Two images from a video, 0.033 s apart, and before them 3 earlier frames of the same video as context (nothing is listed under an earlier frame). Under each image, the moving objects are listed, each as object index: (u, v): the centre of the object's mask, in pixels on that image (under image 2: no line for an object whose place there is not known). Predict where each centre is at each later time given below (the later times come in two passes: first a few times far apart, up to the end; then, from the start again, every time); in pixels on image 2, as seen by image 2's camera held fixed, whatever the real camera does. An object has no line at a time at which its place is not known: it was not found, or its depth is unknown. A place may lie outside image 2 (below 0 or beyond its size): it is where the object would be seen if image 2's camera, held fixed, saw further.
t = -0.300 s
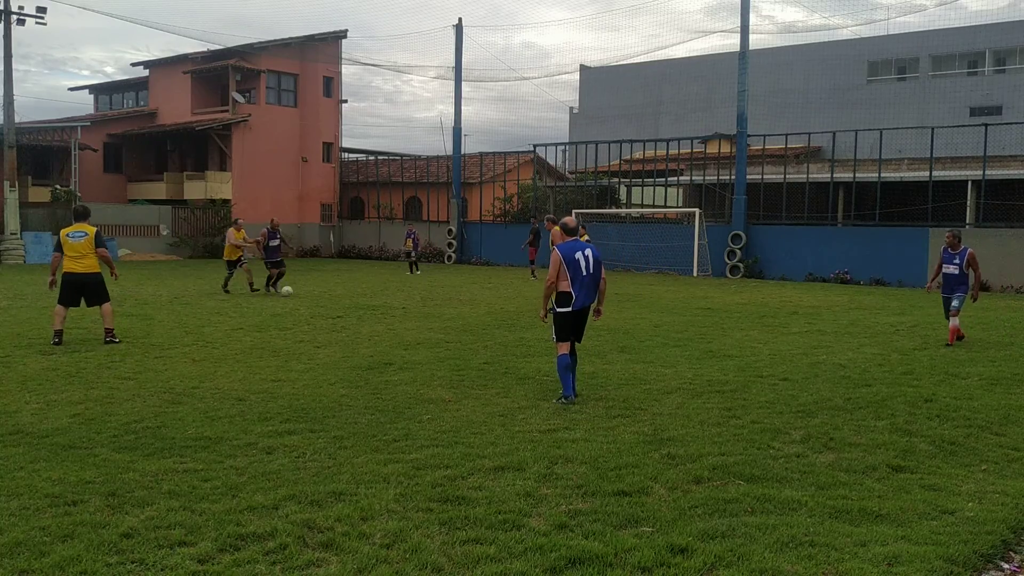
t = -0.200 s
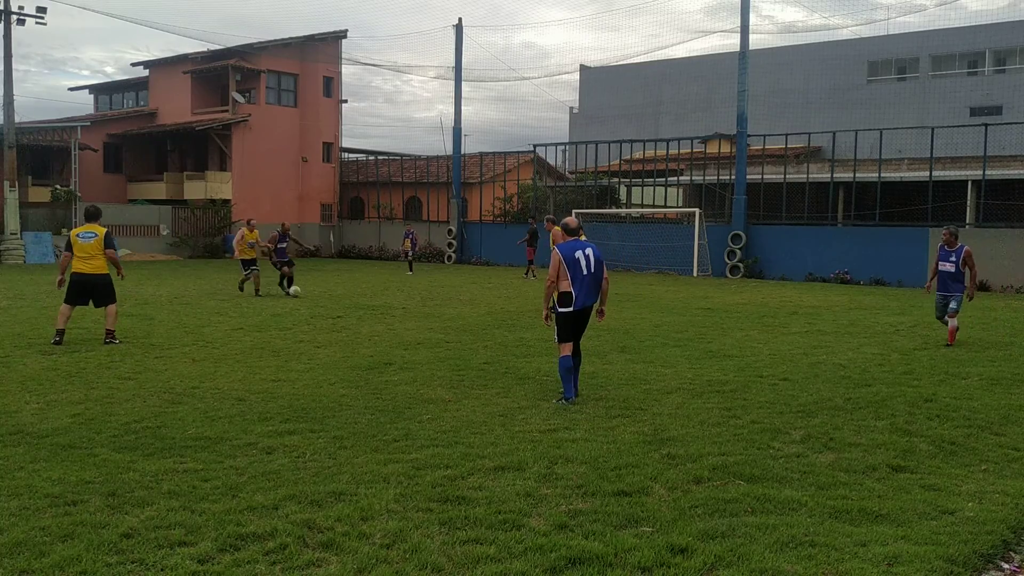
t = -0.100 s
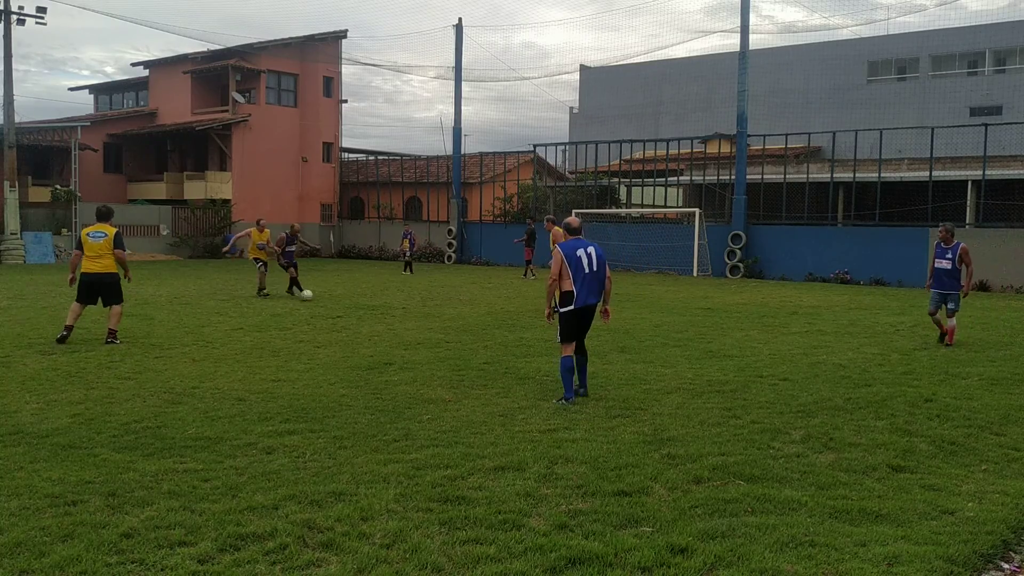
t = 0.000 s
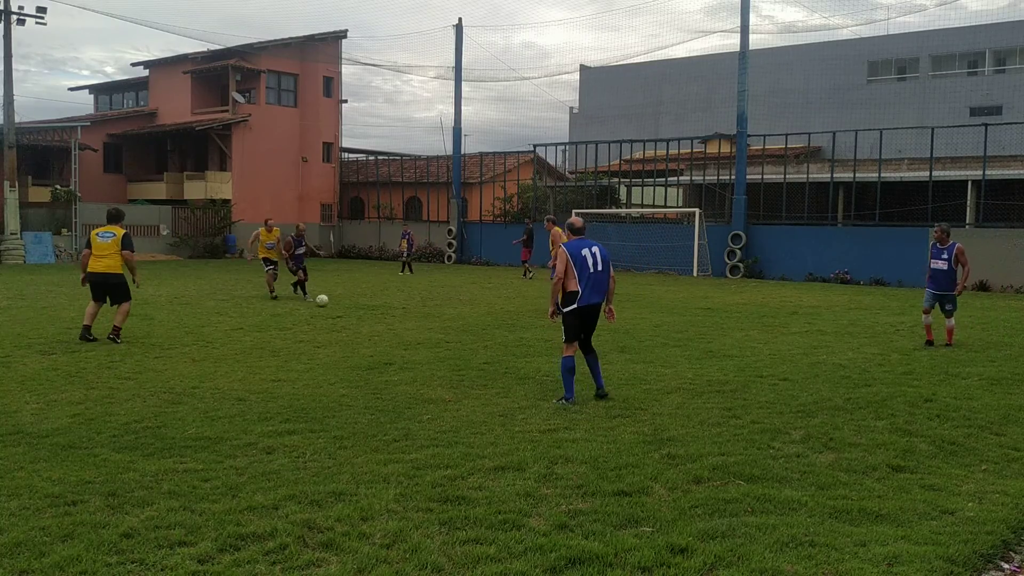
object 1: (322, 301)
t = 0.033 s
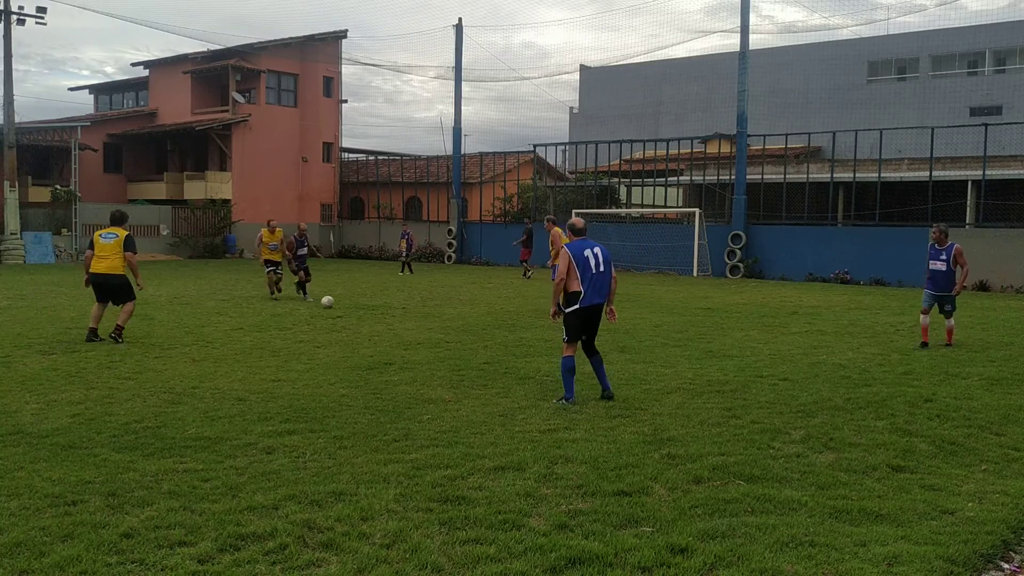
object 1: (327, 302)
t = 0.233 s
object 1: (360, 313)
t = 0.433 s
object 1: (392, 325)
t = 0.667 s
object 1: (427, 337)
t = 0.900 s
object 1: (468, 351)
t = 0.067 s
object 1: (333, 304)
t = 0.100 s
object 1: (338, 306)
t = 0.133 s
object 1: (343, 307)
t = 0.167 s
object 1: (349, 309)
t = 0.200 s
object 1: (354, 311)
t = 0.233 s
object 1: (360, 313)
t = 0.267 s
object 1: (366, 316)
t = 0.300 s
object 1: (371, 317)
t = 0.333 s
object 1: (376, 318)
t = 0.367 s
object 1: (381, 319)
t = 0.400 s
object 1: (387, 321)
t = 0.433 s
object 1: (392, 325)
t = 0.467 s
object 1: (396, 327)
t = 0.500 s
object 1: (402, 327)
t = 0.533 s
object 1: (407, 327)
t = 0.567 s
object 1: (411, 328)
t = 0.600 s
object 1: (417, 330)
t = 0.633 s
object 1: (421, 333)
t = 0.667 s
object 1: (427, 337)
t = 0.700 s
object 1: (432, 341)
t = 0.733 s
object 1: (437, 342)
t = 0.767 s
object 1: (444, 342)
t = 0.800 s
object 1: (450, 343)
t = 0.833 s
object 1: (456, 345)
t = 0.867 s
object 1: (462, 347)
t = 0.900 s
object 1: (468, 351)
